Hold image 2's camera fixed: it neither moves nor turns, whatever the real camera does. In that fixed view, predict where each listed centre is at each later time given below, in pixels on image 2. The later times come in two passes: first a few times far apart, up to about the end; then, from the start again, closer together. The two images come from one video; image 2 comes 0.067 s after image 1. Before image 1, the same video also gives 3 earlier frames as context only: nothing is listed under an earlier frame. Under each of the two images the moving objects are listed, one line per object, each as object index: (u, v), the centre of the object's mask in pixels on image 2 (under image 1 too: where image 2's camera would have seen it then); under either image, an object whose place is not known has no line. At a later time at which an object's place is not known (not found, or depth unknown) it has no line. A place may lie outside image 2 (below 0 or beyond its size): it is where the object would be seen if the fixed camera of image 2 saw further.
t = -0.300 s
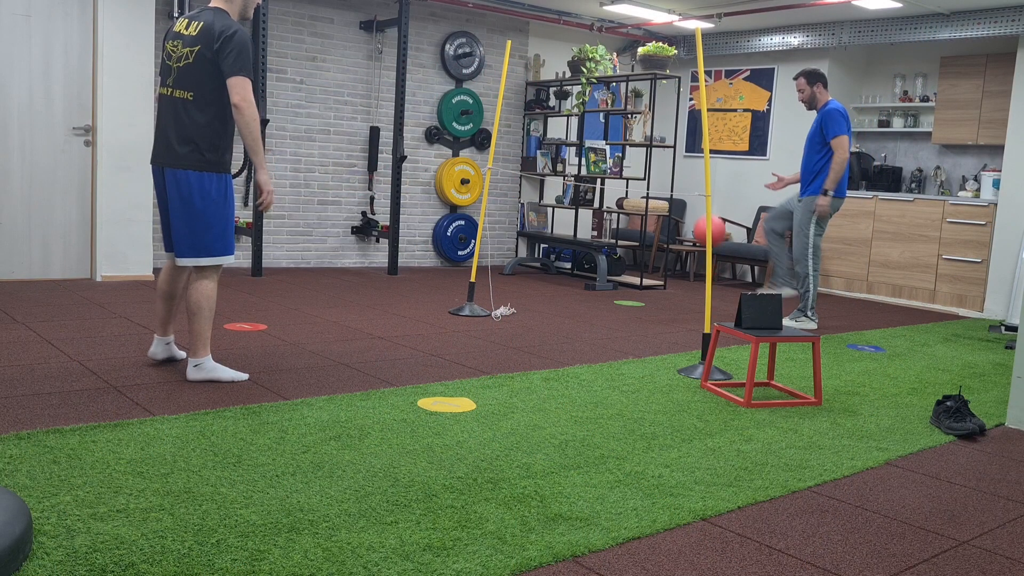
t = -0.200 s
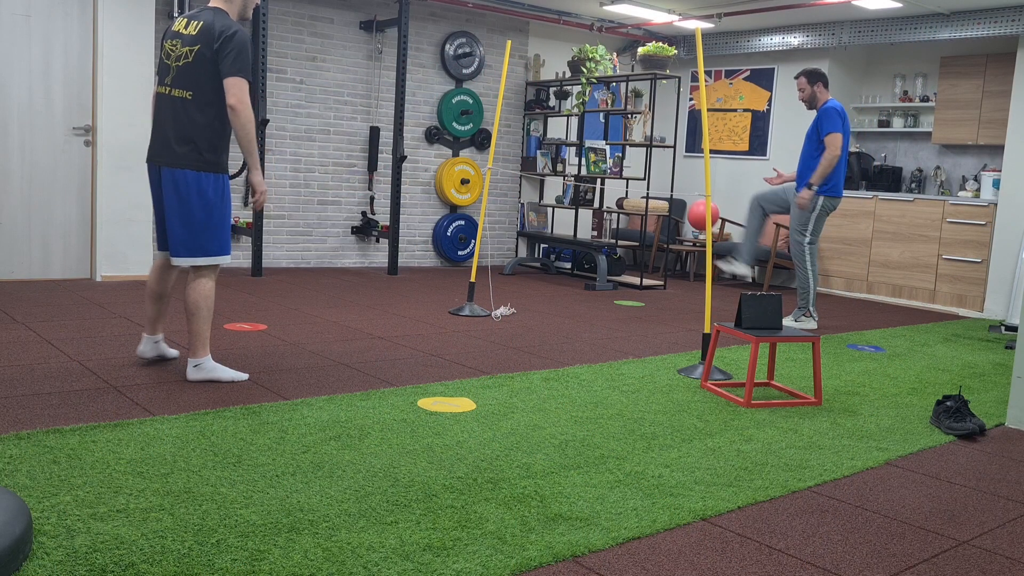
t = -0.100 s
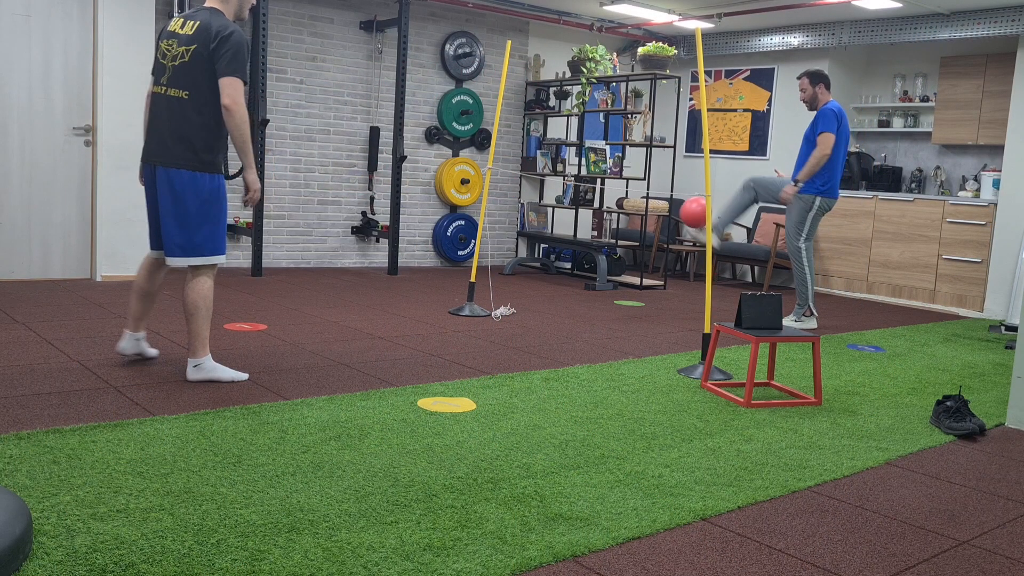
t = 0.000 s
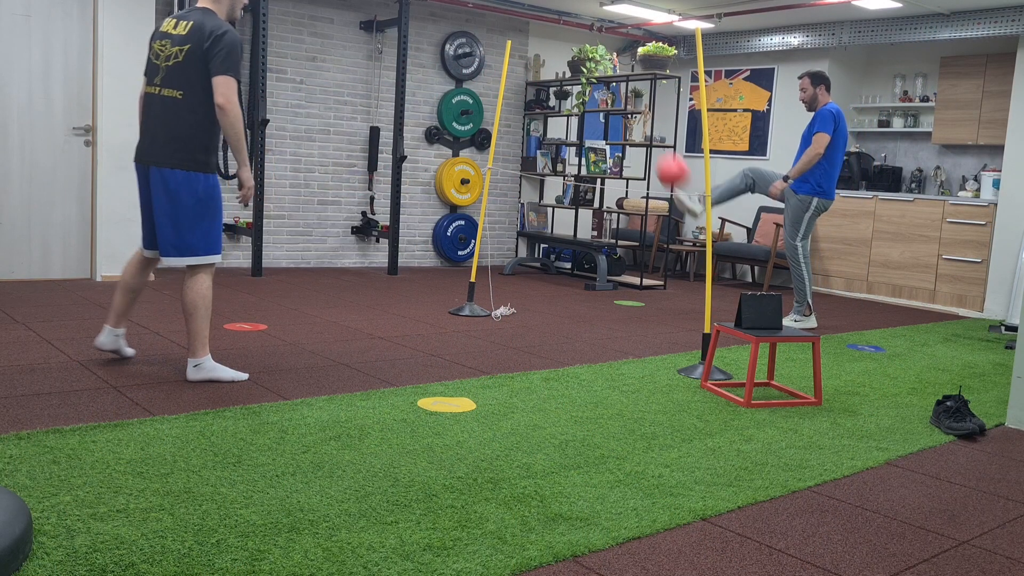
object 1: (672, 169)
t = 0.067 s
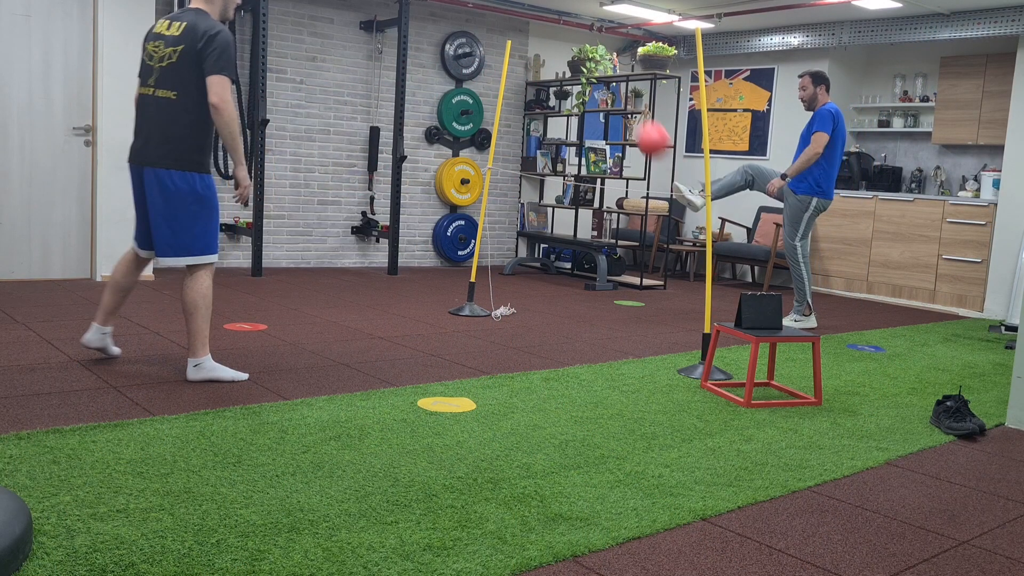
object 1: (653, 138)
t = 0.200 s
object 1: (614, 94)
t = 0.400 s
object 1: (554, 79)
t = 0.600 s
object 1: (478, 132)
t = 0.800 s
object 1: (394, 278)
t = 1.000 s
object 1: (342, 269)
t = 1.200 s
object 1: (302, 174)
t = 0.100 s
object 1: (642, 125)
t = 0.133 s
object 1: (632, 113)
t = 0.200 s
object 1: (614, 94)
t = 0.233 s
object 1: (604, 88)
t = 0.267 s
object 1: (595, 82)
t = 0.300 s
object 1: (586, 78)
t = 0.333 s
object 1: (575, 77)
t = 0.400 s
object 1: (554, 79)
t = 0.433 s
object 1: (543, 83)
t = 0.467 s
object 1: (530, 88)
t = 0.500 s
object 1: (520, 95)
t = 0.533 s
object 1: (507, 105)
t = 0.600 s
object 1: (478, 132)
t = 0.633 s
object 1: (467, 147)
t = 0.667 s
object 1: (451, 167)
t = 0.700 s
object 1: (438, 190)
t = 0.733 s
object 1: (424, 214)
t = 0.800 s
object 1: (394, 278)
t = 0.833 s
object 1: (381, 307)
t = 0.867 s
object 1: (367, 342)
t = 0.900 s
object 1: (358, 339)
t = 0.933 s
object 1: (353, 313)
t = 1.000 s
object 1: (342, 269)
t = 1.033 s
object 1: (335, 245)
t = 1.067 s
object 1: (329, 227)
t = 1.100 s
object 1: (323, 210)
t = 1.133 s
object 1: (316, 196)
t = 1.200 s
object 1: (302, 174)
